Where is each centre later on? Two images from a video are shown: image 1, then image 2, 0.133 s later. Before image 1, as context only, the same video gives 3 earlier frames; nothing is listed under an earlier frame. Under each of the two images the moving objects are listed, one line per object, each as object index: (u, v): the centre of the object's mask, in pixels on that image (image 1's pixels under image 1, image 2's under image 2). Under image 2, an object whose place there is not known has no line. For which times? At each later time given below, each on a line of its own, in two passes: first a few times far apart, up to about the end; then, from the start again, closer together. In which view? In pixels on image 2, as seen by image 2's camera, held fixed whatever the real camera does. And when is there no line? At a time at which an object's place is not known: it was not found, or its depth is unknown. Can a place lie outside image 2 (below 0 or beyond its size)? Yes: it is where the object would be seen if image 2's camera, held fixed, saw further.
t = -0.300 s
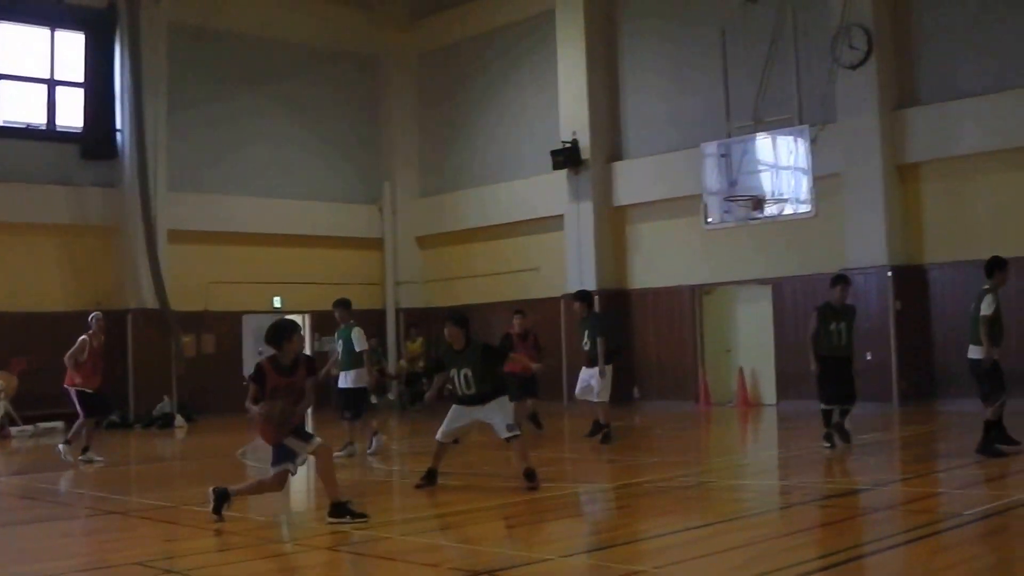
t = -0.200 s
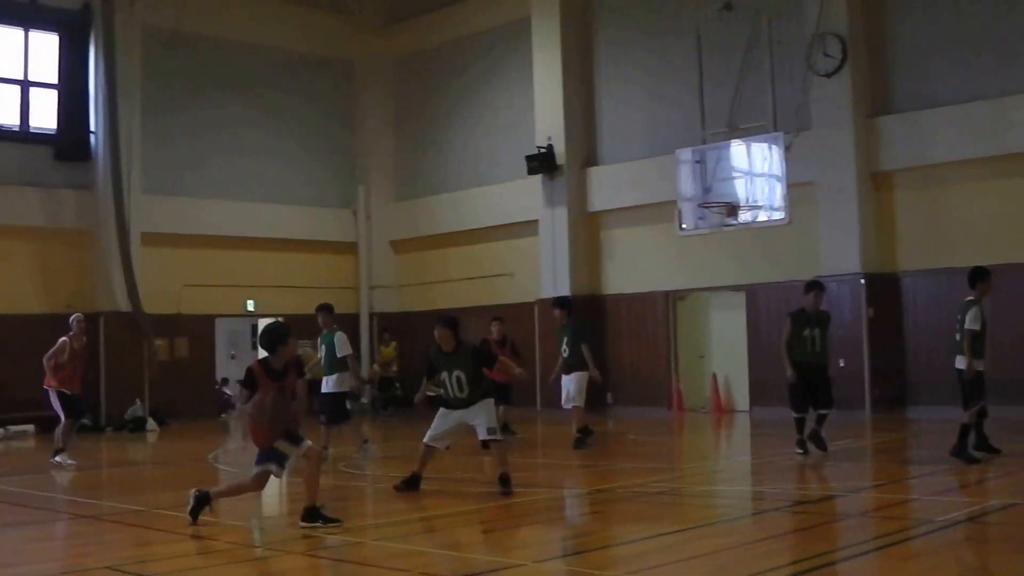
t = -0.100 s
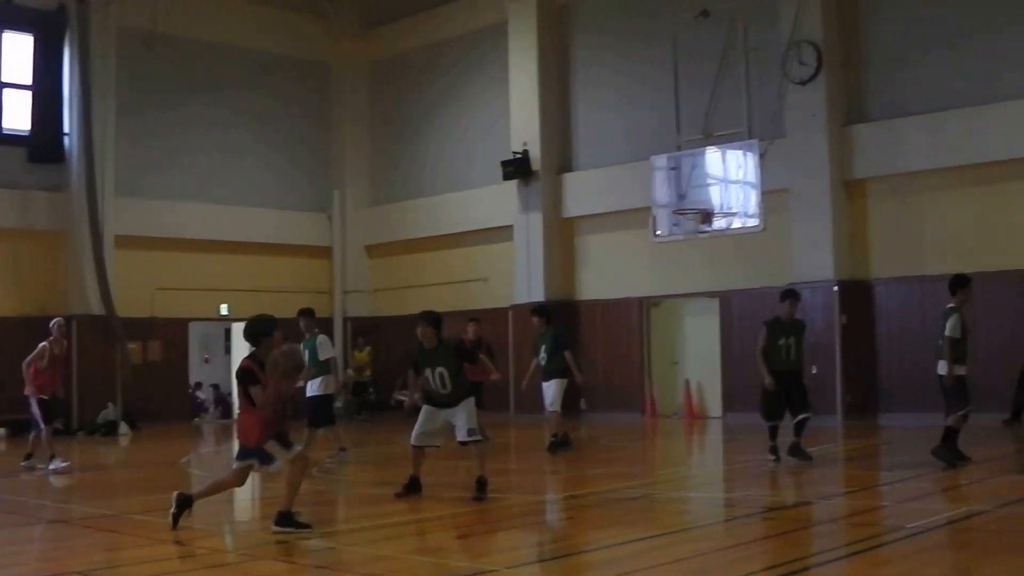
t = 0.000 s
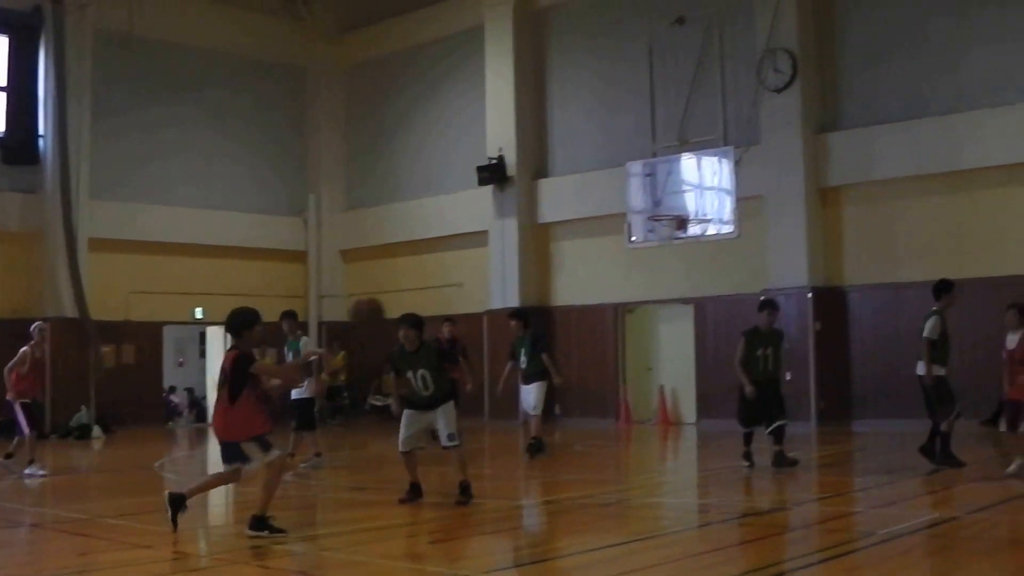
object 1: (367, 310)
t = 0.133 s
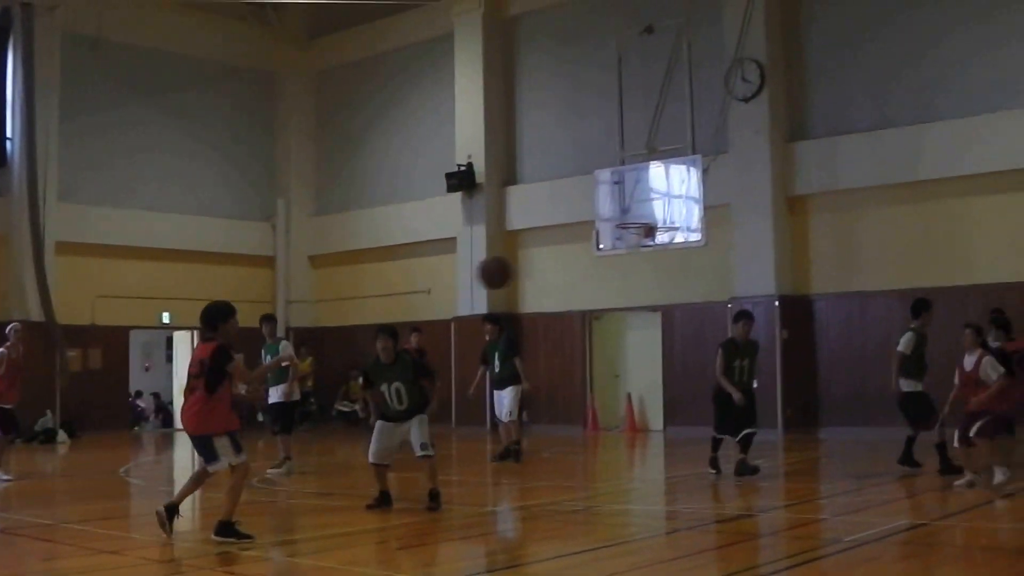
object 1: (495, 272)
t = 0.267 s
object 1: (638, 253)
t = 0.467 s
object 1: (829, 269)
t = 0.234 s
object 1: (603, 256)
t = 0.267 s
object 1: (638, 253)
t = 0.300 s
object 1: (671, 252)
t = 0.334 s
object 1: (705, 253)
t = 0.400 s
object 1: (767, 258)
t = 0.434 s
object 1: (799, 263)
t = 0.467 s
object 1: (829, 269)
